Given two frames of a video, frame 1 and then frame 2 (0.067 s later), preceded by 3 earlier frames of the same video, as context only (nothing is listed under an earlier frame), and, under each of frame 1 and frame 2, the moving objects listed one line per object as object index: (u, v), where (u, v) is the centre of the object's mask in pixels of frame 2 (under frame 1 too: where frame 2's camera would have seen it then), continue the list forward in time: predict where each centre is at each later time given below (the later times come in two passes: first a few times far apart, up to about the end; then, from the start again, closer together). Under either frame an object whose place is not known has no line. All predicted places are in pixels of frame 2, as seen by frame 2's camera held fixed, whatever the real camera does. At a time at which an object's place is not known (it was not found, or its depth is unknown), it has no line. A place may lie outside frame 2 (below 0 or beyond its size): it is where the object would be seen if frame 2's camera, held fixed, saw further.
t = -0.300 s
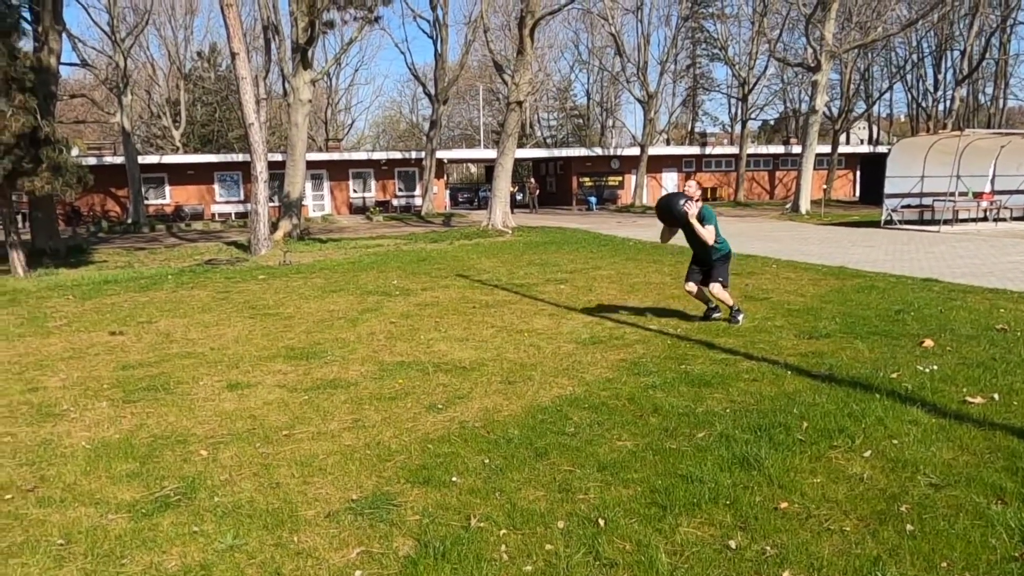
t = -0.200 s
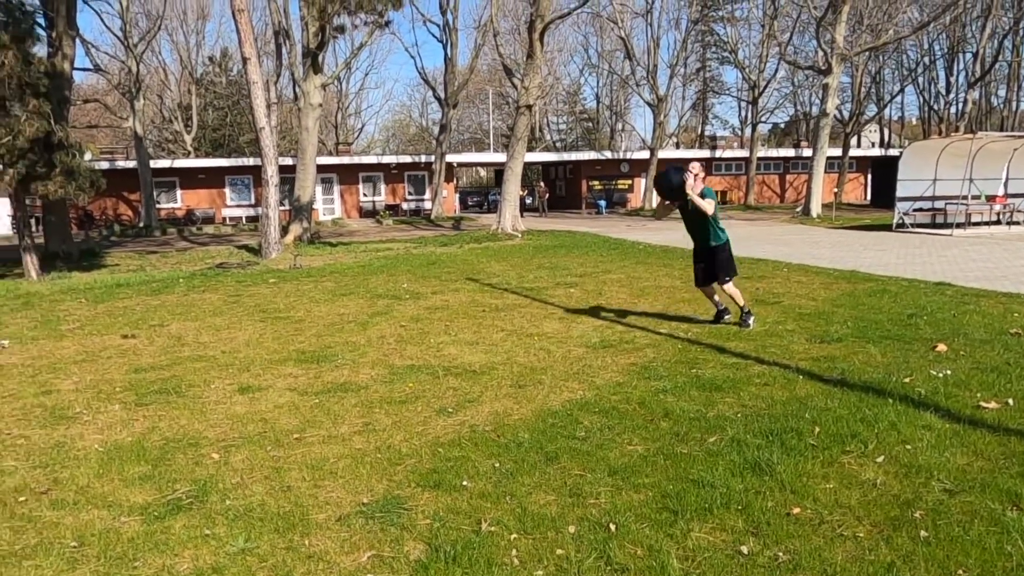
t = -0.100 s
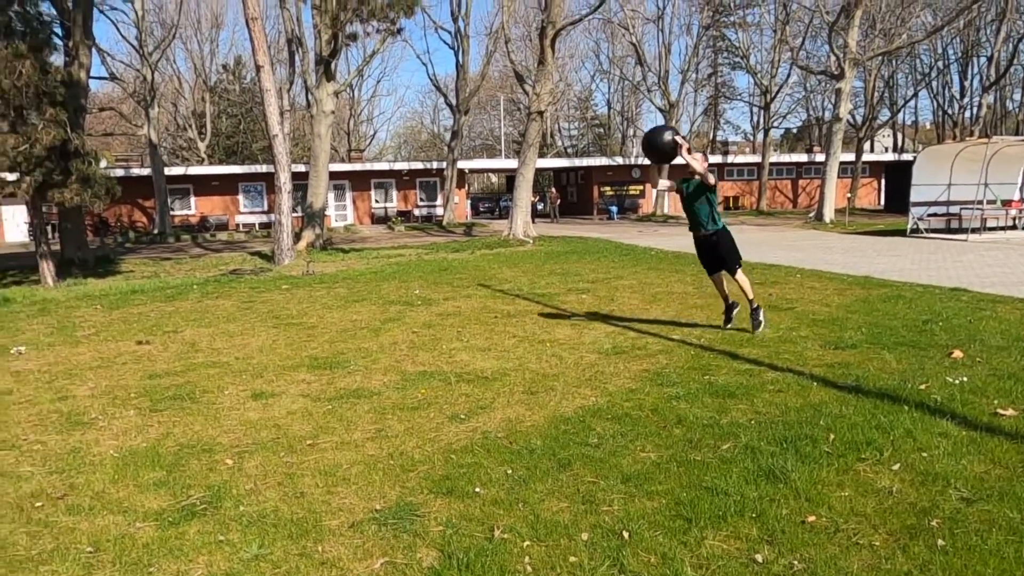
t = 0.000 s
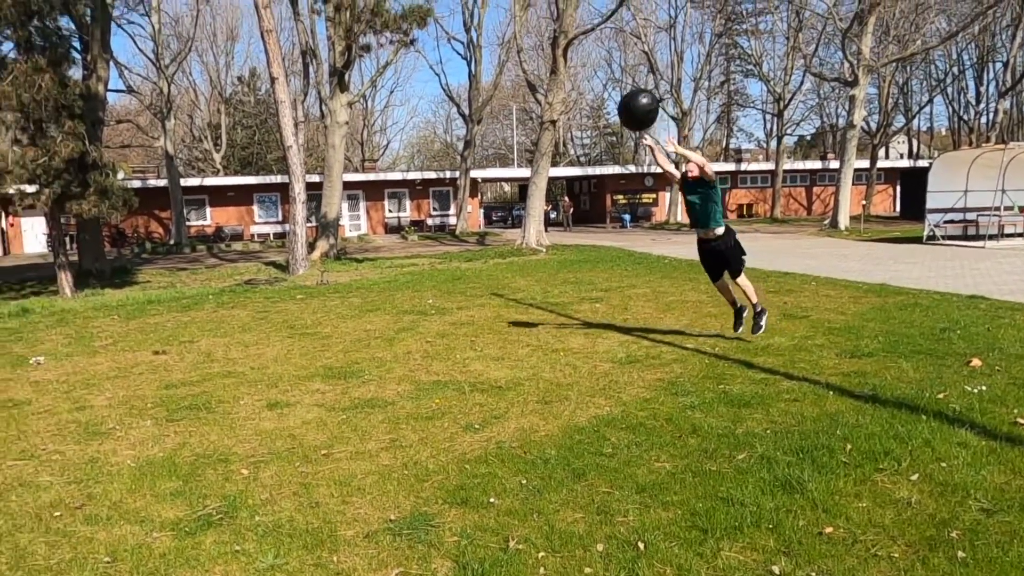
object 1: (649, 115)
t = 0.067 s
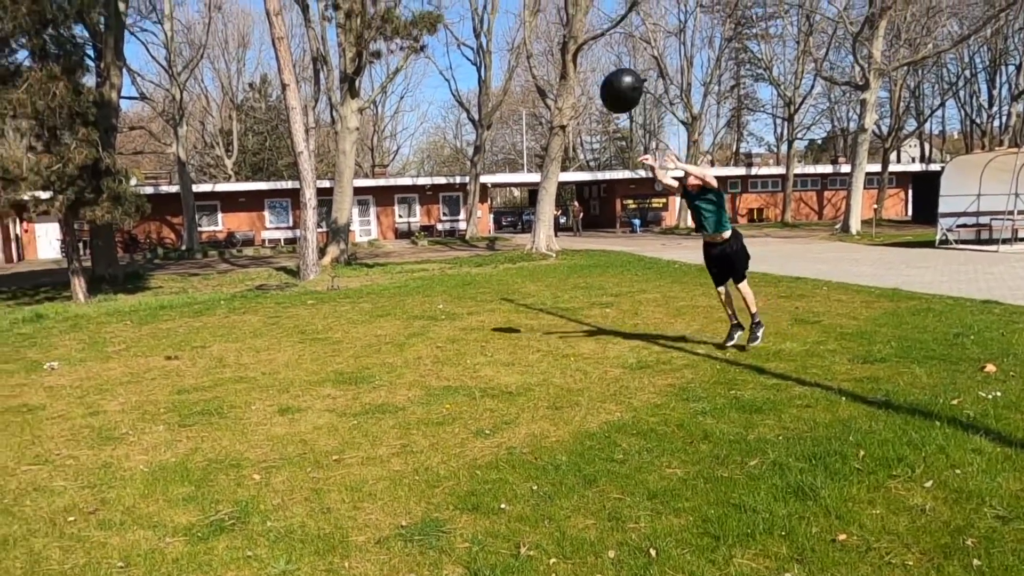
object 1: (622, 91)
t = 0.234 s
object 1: (547, 47)
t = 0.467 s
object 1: (422, 40)
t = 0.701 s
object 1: (270, 119)
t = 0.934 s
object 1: (80, 317)
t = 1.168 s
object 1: (-108, 486)
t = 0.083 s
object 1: (614, 85)
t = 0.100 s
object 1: (608, 80)
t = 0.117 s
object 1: (600, 75)
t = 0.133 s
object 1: (593, 70)
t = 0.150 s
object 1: (585, 66)
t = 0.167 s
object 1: (578, 61)
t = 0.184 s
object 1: (570, 57)
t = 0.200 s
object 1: (563, 54)
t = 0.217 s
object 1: (555, 51)
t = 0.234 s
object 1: (547, 47)
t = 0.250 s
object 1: (539, 44)
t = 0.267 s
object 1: (530, 42)
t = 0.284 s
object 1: (522, 40)
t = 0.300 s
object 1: (514, 38)
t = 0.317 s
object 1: (505, 37)
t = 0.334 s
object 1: (497, 36)
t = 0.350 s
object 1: (488, 35)
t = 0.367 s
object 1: (479, 35)
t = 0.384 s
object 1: (470, 35)
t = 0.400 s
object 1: (460, 35)
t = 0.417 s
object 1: (451, 36)
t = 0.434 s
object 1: (442, 37)
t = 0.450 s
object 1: (432, 39)
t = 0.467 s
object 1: (422, 40)
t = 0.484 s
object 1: (413, 43)
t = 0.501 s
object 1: (402, 46)
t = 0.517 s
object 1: (392, 49)
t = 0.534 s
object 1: (383, 53)
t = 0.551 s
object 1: (372, 57)
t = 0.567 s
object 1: (361, 62)
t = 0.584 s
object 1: (350, 68)
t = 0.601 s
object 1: (339, 73)
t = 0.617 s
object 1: (328, 79)
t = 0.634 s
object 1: (316, 86)
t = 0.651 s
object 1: (305, 94)
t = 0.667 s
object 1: (294, 102)
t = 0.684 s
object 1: (282, 110)
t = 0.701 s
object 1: (270, 119)
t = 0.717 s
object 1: (259, 128)
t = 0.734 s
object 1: (246, 139)
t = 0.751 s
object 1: (234, 150)
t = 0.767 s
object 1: (222, 161)
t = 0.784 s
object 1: (208, 173)
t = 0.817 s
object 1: (184, 200)
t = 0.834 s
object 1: (170, 214)
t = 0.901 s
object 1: (109, 279)
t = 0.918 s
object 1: (95, 299)
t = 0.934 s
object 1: (80, 317)
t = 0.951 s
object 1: (65, 336)
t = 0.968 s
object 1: (50, 357)
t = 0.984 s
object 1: (34, 378)
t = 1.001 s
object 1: (19, 401)
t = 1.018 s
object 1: (3, 424)
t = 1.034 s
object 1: (-14, 447)
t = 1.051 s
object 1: (-29, 474)
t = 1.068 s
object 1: (-45, 493)
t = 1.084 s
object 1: (-56, 498)
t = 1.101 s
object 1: (-68, 494)
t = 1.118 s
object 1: (-78, 492)
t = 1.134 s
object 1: (-88, 490)
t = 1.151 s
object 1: (-98, 488)
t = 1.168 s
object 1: (-108, 486)
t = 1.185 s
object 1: (-119, 485)
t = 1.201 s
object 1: (-128, 484)
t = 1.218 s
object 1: (-139, 484)
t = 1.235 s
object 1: (-149, 483)
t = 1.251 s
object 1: (-160, 482)
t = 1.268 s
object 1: (-170, 484)
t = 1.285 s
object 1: (-179, 486)
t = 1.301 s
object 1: (-189, 488)
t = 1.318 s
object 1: (-199, 491)
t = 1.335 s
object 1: (-209, 494)
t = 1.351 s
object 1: (-219, 497)
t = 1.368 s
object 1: (-229, 502)
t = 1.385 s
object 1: (-239, 506)
